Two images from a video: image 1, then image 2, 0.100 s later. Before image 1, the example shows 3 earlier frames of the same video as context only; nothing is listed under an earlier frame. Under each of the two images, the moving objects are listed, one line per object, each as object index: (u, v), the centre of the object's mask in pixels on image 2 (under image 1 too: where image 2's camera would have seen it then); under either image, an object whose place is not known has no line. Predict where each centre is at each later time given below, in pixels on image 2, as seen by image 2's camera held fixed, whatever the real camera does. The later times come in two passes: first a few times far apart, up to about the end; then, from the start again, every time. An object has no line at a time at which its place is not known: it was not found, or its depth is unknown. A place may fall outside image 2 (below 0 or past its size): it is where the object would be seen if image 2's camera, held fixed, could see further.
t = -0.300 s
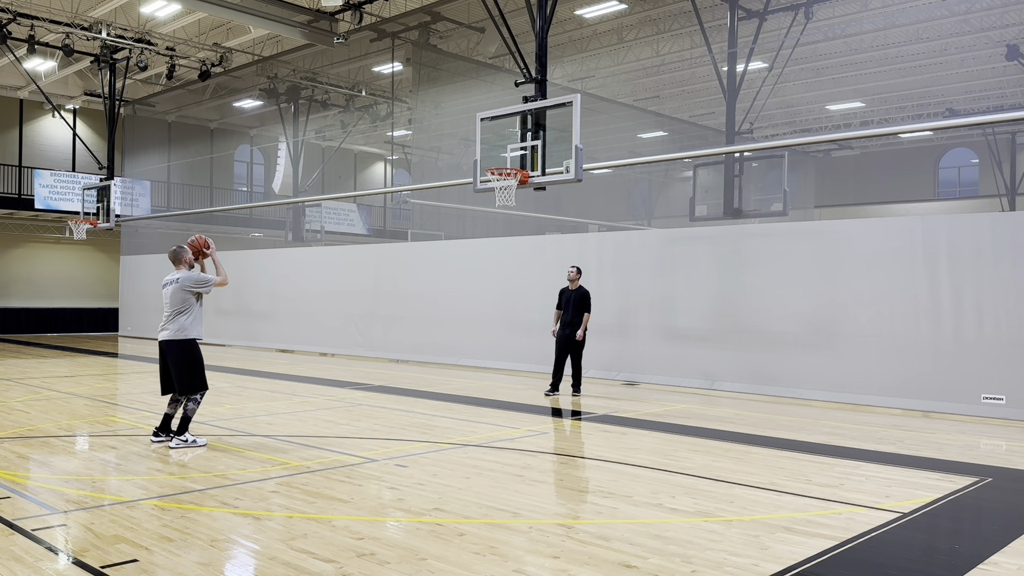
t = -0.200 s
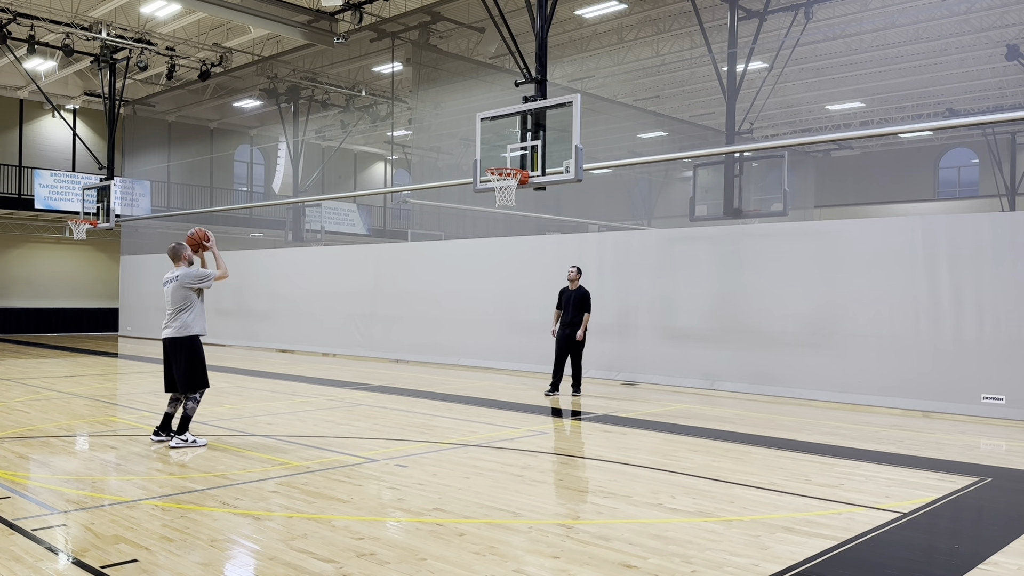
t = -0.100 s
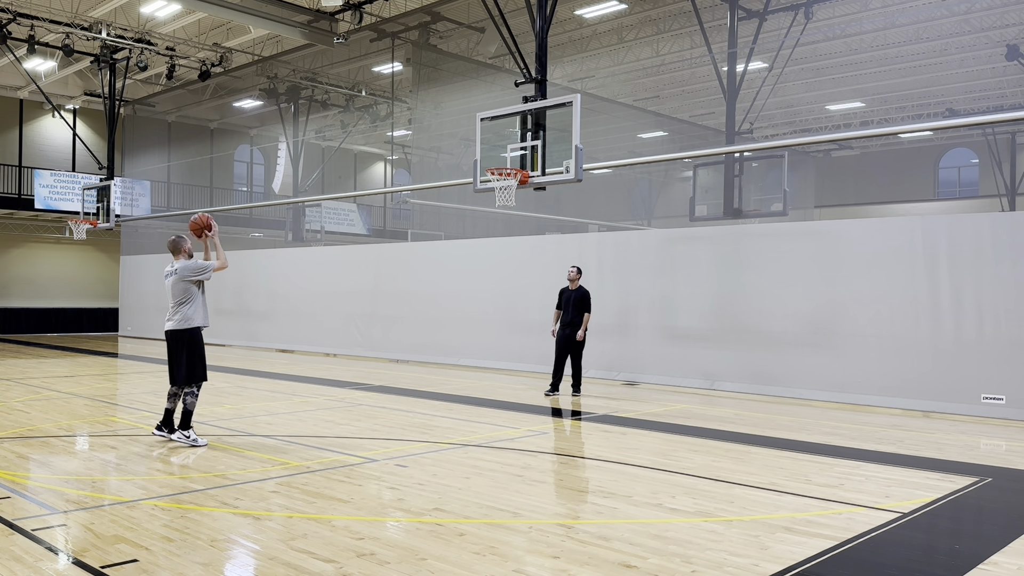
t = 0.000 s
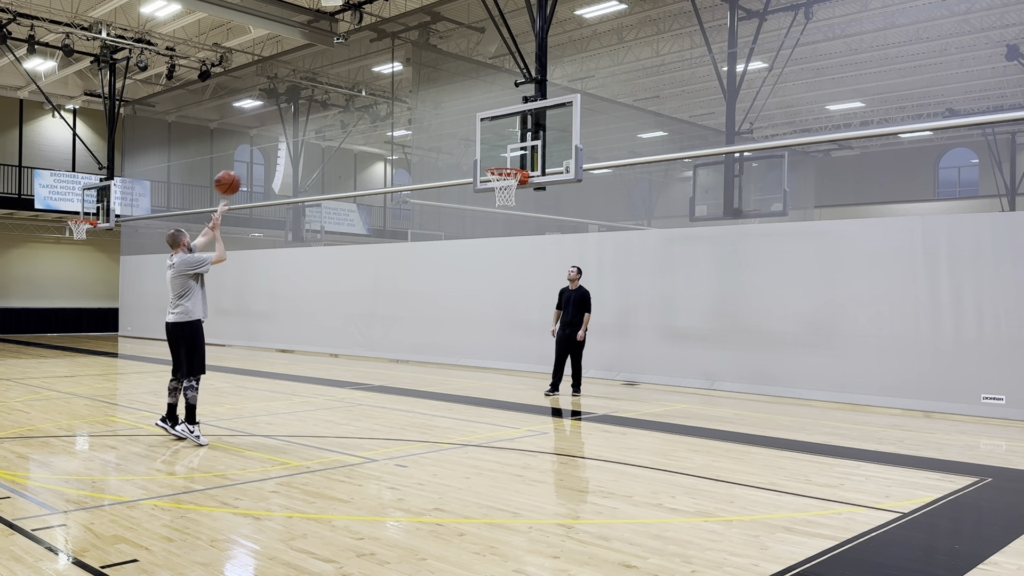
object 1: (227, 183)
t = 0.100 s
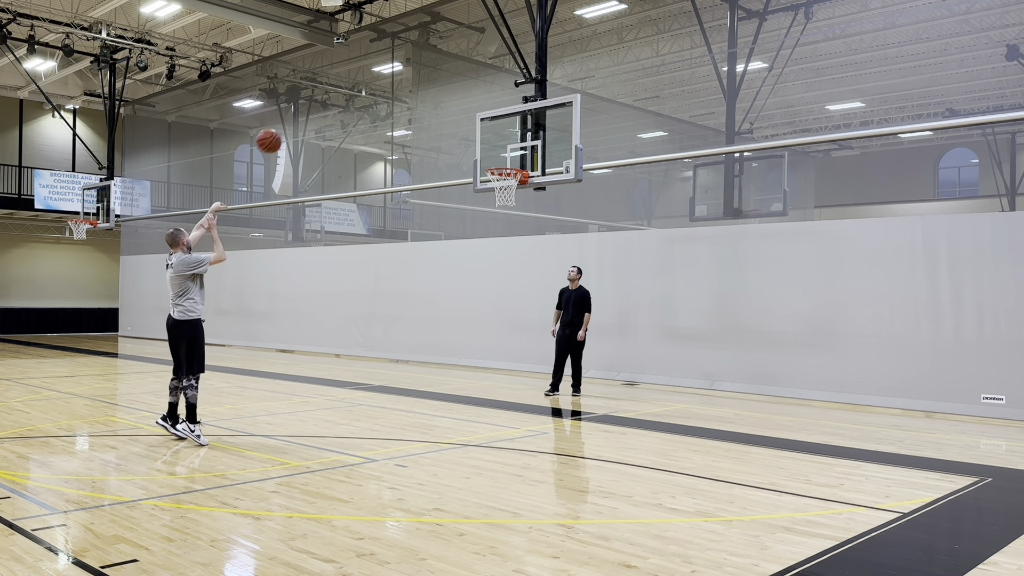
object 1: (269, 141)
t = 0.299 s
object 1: (343, 93)
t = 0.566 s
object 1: (424, 88)
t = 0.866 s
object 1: (500, 148)
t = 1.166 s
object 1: (491, 193)
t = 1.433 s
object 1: (510, 214)
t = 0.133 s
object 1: (282, 130)
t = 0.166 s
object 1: (295, 120)
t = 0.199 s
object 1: (307, 111)
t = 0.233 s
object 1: (319, 104)
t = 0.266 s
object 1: (331, 98)
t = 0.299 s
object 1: (343, 93)
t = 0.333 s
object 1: (353, 89)
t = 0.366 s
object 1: (364, 85)
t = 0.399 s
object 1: (375, 84)
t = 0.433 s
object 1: (386, 83)
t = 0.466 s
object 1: (395, 83)
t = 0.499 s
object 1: (406, 84)
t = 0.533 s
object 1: (415, 86)
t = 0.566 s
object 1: (424, 88)
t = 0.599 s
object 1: (433, 92)
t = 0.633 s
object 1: (443, 96)
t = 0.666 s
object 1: (451, 102)
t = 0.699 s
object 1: (460, 108)
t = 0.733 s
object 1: (468, 114)
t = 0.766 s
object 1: (476, 122)
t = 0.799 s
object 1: (484, 130)
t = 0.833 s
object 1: (492, 139)
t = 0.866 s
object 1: (500, 148)
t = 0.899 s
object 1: (507, 158)
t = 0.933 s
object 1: (514, 164)
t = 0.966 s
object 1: (507, 173)
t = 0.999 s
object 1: (502, 177)
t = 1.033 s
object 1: (499, 181)
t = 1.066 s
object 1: (495, 186)
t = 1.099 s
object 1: (493, 190)
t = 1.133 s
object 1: (491, 192)
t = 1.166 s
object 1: (491, 193)
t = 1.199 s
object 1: (492, 194)
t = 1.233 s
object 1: (495, 198)
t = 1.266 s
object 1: (497, 198)
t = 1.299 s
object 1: (500, 199)
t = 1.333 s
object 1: (503, 201)
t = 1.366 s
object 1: (505, 204)
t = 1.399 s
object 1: (508, 209)
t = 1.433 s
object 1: (510, 214)
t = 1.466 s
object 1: (513, 220)
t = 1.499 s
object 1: (515, 227)
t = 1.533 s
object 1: (518, 235)
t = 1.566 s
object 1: (520, 244)
